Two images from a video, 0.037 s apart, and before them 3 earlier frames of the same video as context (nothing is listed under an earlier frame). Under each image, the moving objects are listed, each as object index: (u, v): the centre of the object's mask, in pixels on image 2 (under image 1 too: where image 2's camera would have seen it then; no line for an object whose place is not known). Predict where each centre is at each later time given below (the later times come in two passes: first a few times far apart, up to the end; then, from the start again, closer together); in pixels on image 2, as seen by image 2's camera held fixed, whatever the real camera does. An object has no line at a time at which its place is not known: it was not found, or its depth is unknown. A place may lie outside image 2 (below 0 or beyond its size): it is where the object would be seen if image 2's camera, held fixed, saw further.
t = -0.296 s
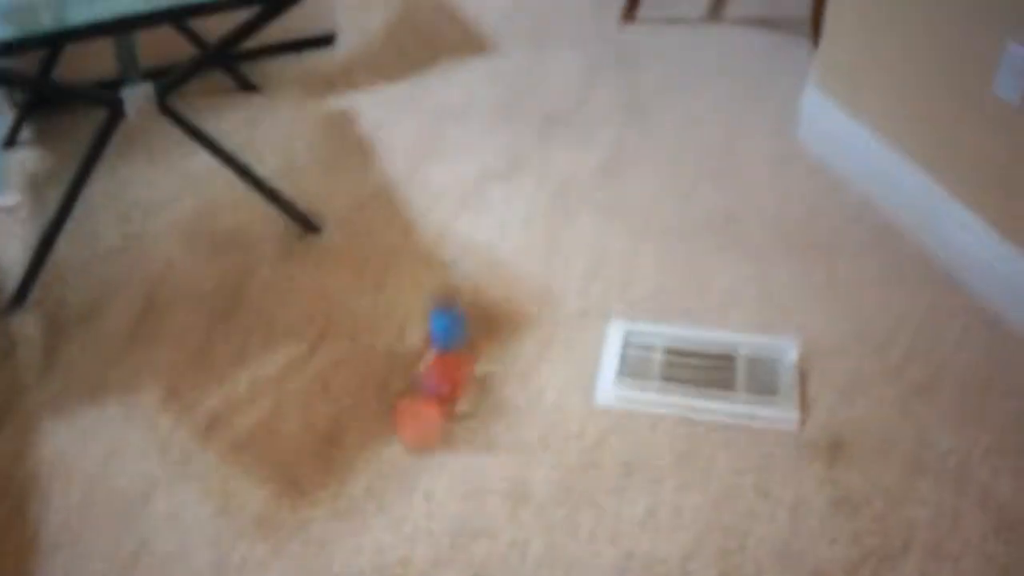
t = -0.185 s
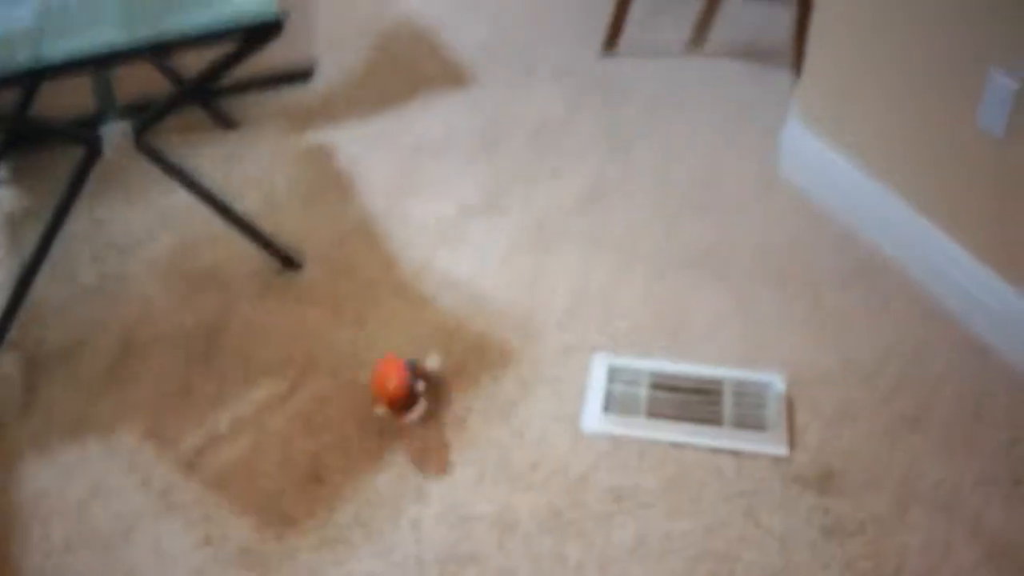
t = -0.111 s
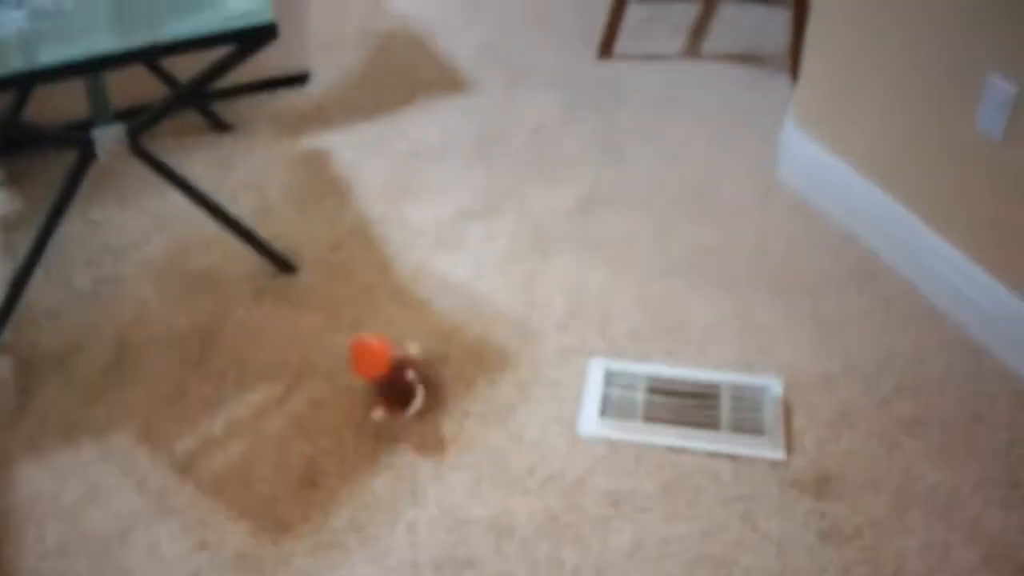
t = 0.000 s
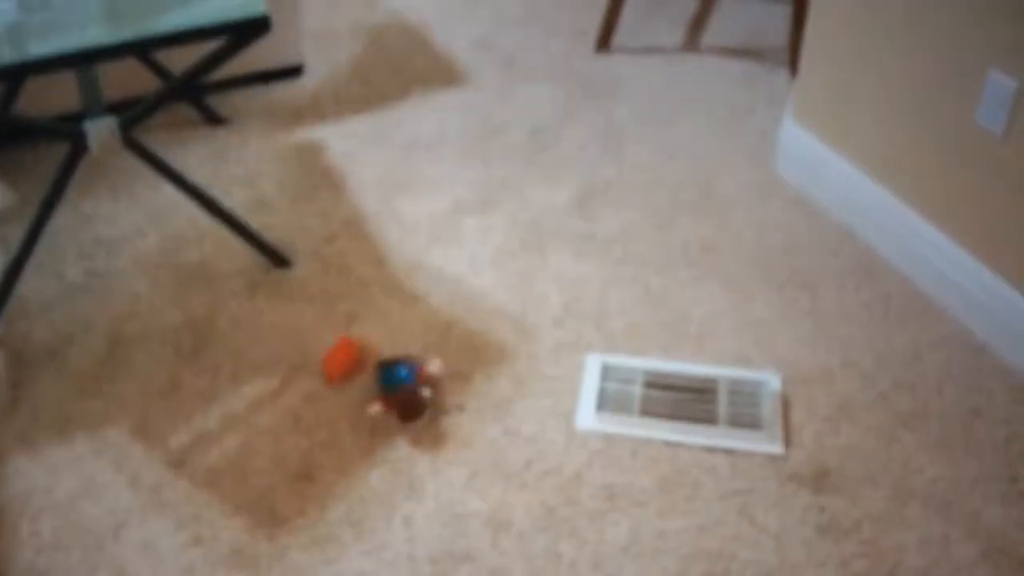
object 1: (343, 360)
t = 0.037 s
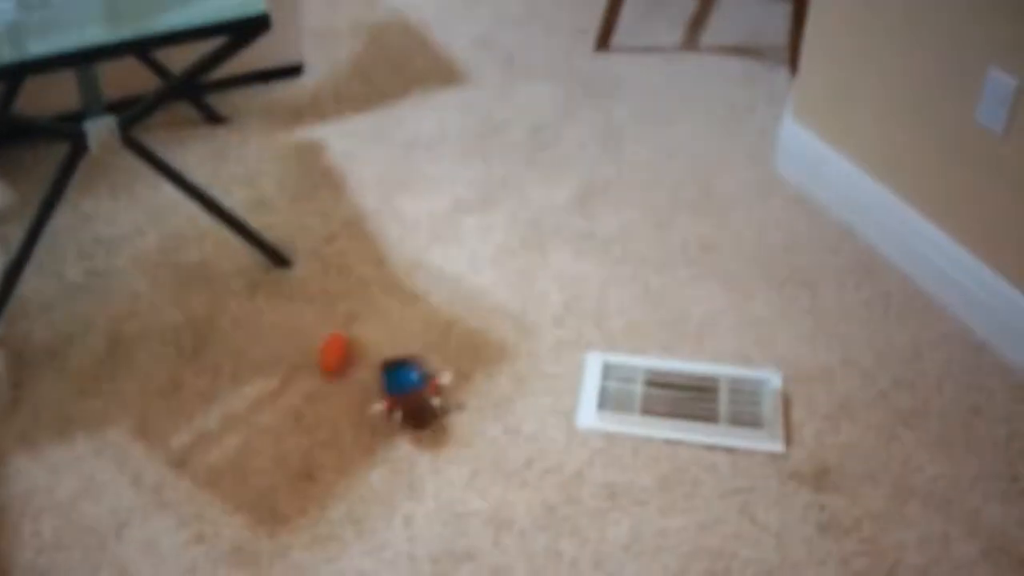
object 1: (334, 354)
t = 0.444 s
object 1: (294, 307)
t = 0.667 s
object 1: (303, 309)
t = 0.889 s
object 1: (304, 310)
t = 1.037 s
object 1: (302, 310)
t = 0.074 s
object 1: (328, 345)
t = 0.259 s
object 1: (304, 322)
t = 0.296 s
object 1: (300, 319)
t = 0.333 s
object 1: (296, 315)
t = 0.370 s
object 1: (293, 311)
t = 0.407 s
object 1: (293, 308)
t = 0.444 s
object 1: (294, 307)
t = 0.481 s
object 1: (296, 307)
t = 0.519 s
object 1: (297, 307)
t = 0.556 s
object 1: (300, 309)
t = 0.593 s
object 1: (304, 309)
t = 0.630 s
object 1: (303, 310)
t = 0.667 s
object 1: (303, 309)
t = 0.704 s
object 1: (303, 310)
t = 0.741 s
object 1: (303, 310)
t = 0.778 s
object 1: (303, 309)
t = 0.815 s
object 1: (304, 309)
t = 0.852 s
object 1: (303, 309)
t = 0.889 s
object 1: (304, 310)
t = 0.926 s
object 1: (303, 310)
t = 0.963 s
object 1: (303, 309)
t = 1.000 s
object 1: (302, 310)
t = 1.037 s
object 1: (302, 310)
